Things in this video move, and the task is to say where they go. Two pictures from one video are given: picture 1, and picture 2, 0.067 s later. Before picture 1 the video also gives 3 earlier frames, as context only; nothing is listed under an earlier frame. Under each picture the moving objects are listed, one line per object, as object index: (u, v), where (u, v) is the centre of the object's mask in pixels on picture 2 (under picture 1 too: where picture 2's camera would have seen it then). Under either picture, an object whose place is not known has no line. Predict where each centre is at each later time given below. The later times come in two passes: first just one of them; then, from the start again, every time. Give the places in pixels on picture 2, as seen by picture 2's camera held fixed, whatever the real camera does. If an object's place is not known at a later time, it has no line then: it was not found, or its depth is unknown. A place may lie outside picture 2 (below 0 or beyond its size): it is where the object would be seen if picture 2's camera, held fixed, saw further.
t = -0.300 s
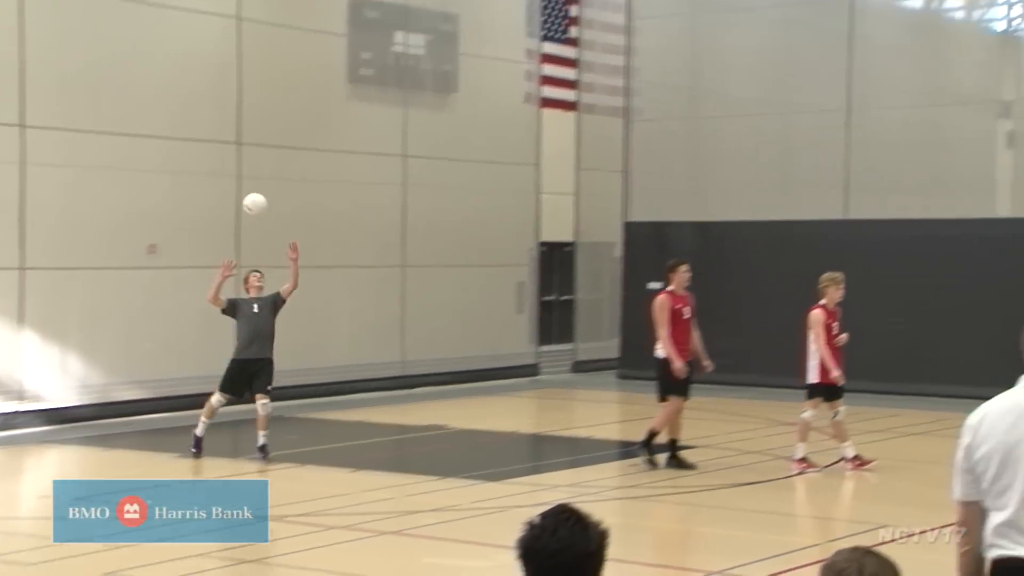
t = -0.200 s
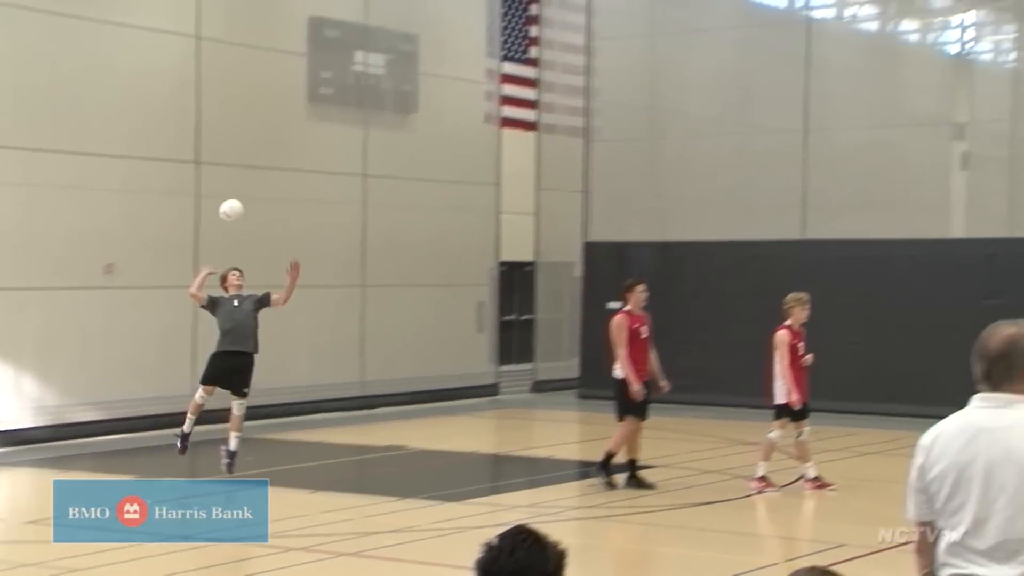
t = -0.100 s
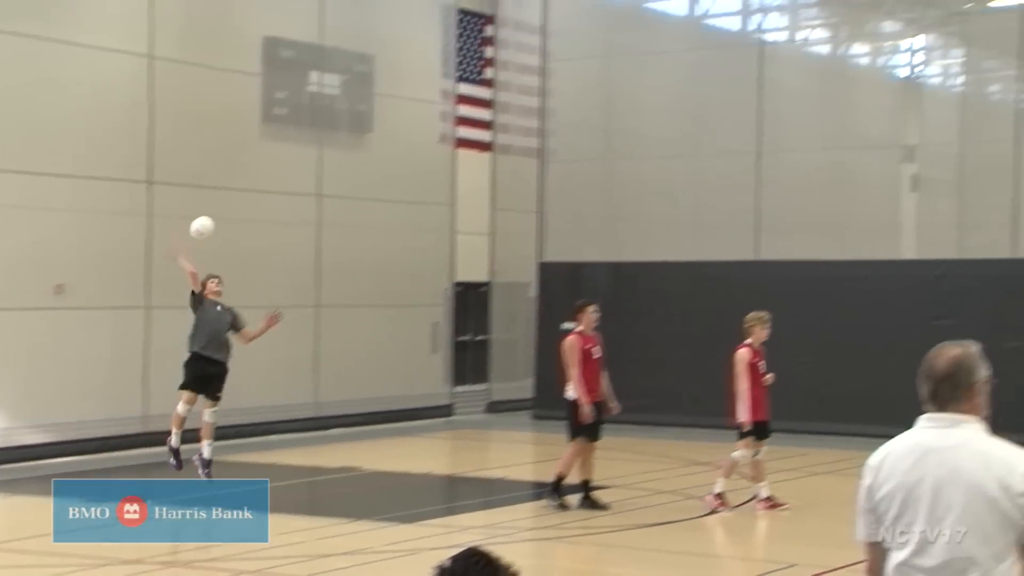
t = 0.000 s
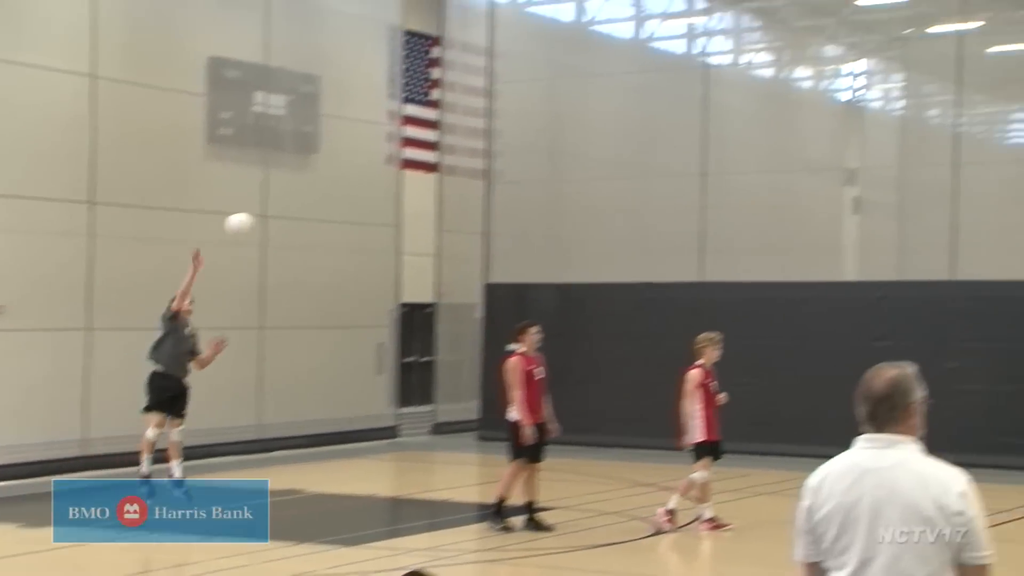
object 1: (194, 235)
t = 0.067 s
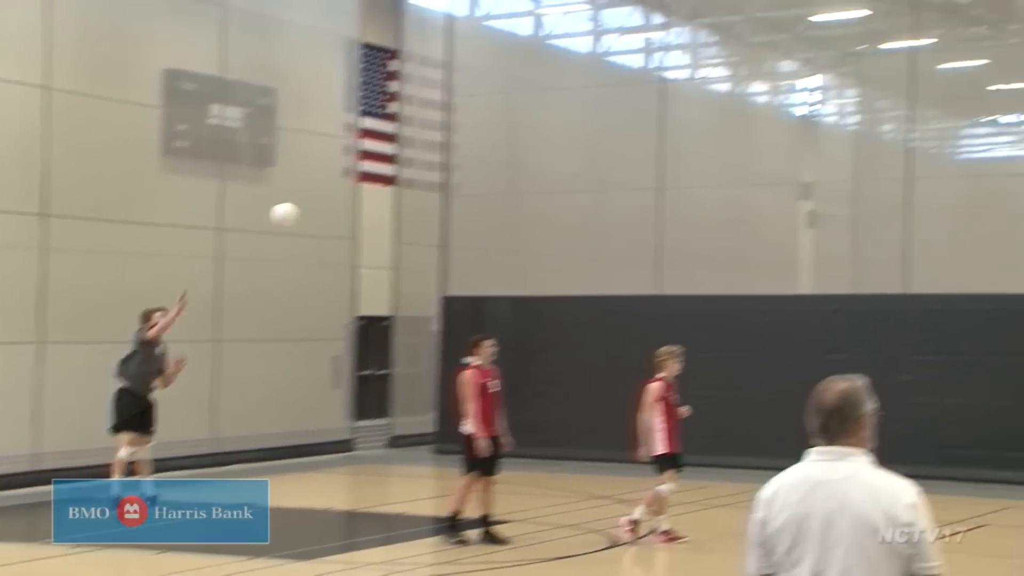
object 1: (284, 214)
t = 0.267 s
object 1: (572, 175)
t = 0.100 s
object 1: (330, 205)
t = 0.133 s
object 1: (375, 194)
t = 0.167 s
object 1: (424, 190)
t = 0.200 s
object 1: (472, 183)
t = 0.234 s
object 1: (521, 179)
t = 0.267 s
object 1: (572, 175)
